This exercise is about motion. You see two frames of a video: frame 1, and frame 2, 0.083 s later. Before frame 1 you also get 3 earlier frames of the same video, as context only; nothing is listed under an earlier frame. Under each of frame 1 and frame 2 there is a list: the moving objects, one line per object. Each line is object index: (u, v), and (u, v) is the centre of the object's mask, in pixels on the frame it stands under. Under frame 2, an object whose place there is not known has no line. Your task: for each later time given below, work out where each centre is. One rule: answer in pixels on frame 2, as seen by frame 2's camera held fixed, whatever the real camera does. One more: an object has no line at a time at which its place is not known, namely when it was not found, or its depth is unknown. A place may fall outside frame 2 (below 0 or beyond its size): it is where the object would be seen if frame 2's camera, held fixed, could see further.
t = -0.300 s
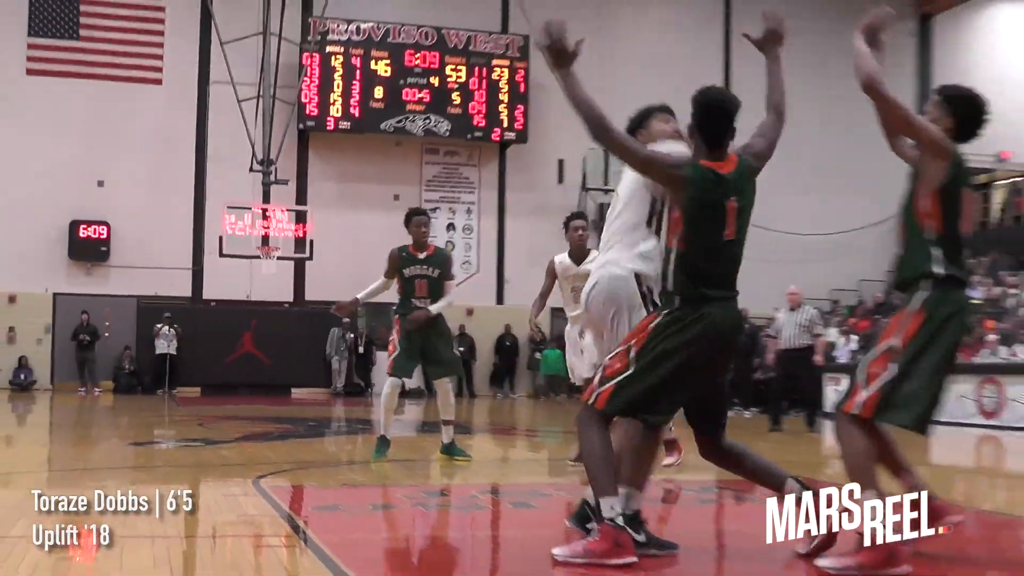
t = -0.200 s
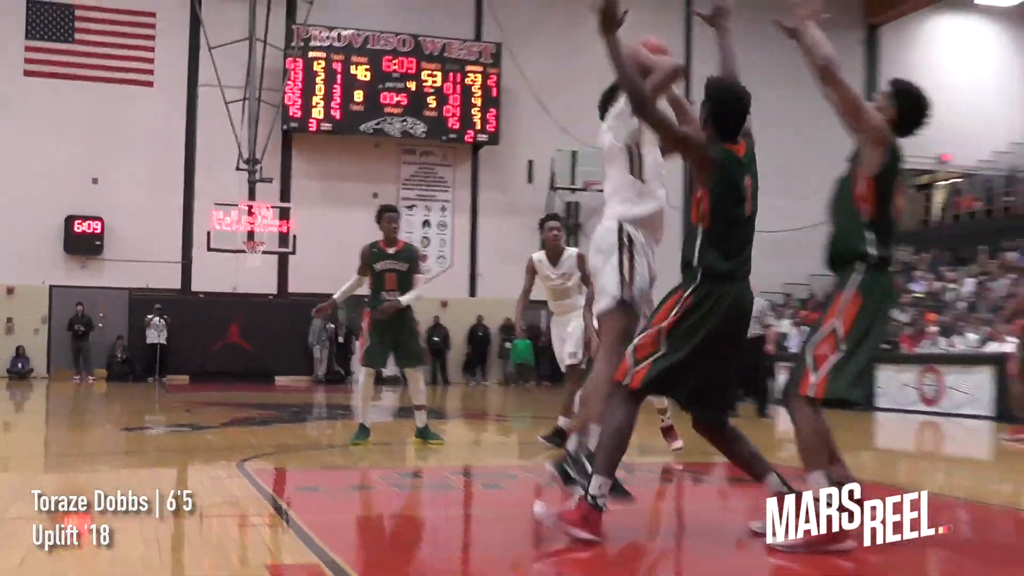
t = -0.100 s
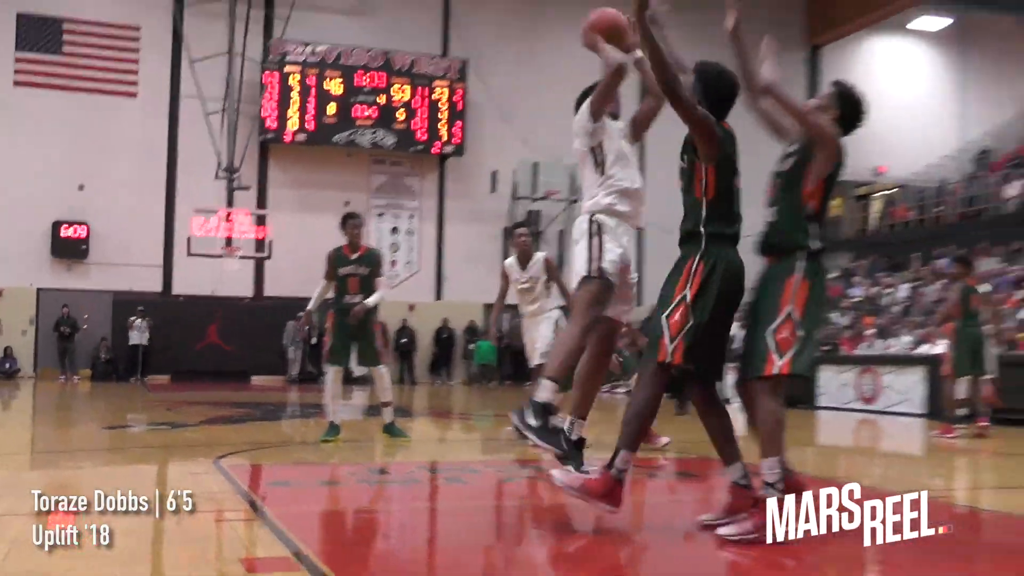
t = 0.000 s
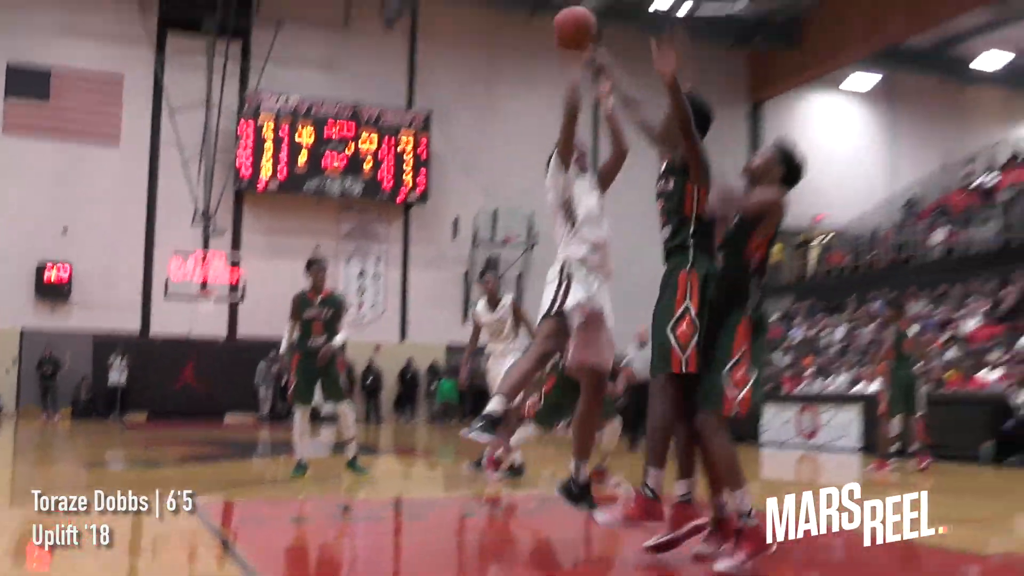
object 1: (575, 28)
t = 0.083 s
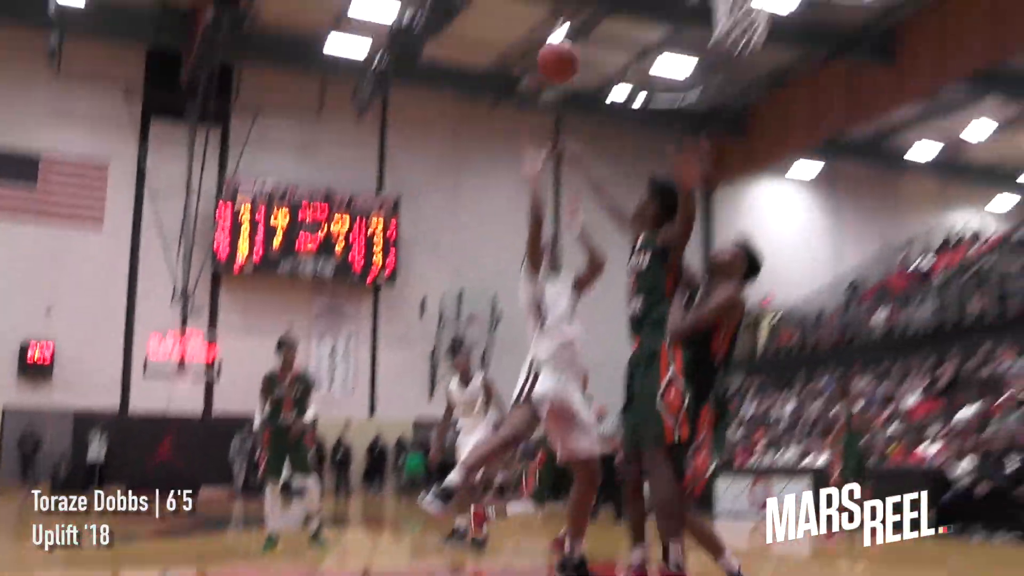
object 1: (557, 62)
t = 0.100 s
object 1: (563, 47)
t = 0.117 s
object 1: (566, 35)
